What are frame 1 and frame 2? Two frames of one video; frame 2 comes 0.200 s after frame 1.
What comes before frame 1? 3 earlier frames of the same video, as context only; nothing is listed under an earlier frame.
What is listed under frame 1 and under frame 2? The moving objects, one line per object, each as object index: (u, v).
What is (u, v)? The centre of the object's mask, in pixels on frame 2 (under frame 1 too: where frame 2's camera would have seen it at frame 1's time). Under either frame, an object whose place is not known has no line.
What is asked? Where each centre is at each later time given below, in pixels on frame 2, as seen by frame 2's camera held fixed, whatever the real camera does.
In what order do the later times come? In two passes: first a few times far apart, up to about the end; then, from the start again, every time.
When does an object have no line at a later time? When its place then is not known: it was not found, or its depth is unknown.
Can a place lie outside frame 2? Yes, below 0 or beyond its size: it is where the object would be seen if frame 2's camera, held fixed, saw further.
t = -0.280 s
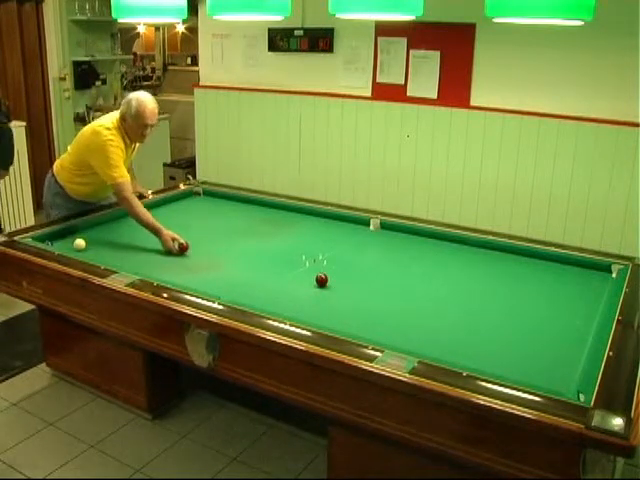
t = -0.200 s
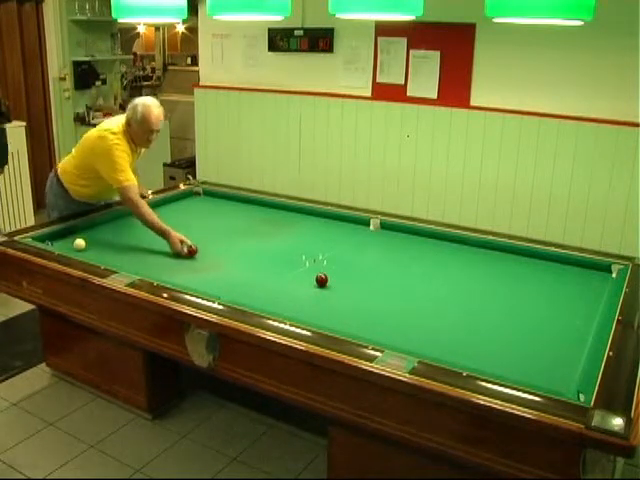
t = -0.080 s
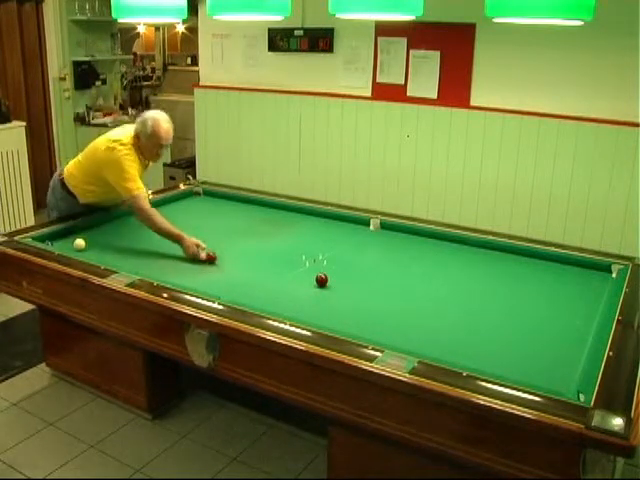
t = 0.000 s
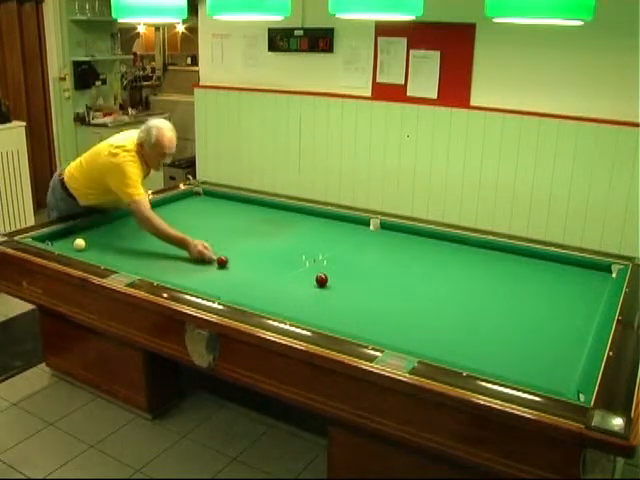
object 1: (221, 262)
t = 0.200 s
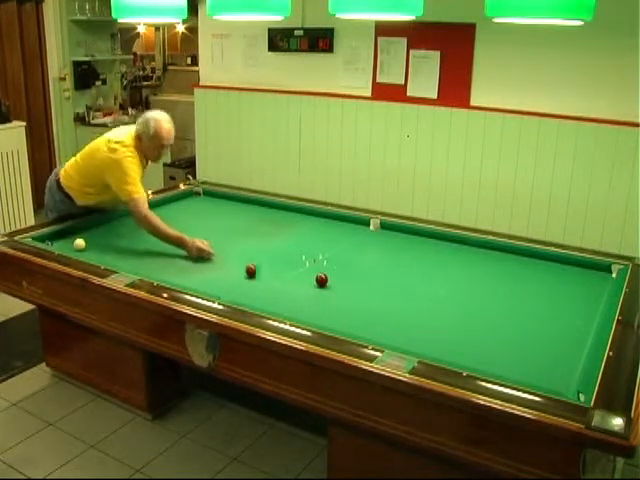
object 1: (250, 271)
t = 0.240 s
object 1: (257, 273)
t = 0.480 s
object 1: (294, 285)
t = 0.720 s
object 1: (335, 298)
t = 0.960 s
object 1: (379, 312)
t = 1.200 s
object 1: (426, 327)
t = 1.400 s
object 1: (469, 339)
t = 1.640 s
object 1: (522, 356)
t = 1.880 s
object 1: (573, 370)
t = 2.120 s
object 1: (535, 362)
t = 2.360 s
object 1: (501, 355)
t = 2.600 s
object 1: (469, 348)
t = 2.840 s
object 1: (439, 341)
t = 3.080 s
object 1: (410, 335)
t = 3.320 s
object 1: (382, 329)
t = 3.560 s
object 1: (357, 322)
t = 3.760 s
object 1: (337, 318)
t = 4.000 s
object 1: (314, 312)
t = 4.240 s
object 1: (292, 307)
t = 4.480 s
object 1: (272, 302)
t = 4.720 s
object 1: (254, 297)
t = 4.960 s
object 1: (236, 293)
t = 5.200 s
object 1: (220, 288)
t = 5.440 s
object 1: (204, 284)
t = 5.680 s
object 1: (190, 280)
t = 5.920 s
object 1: (177, 277)
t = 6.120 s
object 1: (166, 273)
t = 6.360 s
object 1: (155, 270)
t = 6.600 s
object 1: (144, 268)
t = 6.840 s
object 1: (135, 264)
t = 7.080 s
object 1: (126, 262)
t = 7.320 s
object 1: (118, 259)
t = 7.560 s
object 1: (110, 257)
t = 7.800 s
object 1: (104, 255)
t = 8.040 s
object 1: (97, 253)
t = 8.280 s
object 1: (91, 250)
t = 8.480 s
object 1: (86, 249)
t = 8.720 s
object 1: (81, 247)
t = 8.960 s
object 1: (78, 246)
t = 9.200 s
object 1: (76, 246)
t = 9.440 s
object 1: (75, 245)
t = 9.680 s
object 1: (73, 245)
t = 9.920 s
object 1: (73, 245)
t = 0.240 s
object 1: (257, 273)
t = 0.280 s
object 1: (263, 275)
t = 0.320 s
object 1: (269, 277)
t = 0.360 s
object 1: (275, 279)
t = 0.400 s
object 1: (281, 281)
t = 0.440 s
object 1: (288, 282)
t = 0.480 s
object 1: (294, 285)
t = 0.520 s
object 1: (301, 287)
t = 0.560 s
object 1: (308, 289)
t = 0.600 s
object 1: (314, 291)
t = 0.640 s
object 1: (322, 293)
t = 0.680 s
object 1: (328, 295)
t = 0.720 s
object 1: (335, 298)
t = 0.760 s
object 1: (342, 300)
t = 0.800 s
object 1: (349, 302)
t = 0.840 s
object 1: (356, 304)
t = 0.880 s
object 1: (364, 307)
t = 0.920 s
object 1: (371, 309)
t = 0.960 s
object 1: (379, 312)
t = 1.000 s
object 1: (387, 314)
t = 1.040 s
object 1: (395, 316)
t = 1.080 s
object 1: (402, 319)
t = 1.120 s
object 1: (410, 321)
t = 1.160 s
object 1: (418, 324)
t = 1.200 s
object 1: (426, 327)
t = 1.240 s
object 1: (435, 329)
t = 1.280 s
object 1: (443, 331)
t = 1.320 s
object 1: (451, 334)
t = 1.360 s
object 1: (460, 336)
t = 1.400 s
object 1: (469, 339)
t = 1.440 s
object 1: (477, 341)
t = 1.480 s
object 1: (487, 344)
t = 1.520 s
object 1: (495, 347)
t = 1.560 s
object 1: (504, 350)
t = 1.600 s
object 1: (513, 353)
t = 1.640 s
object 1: (522, 356)
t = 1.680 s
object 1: (532, 359)
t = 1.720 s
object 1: (541, 362)
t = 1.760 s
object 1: (550, 364)
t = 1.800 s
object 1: (560, 367)
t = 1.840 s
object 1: (569, 369)
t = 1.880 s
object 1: (573, 370)
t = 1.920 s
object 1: (566, 369)
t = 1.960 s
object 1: (560, 368)
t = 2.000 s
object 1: (553, 366)
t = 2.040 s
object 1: (548, 365)
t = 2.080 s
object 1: (542, 364)
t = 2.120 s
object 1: (535, 362)
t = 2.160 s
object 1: (530, 361)
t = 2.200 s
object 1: (524, 360)
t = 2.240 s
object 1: (518, 359)
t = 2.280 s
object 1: (513, 358)
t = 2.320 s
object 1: (507, 356)
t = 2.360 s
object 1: (501, 355)
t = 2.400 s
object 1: (496, 354)
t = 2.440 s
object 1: (490, 353)
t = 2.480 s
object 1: (485, 352)
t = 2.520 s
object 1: (480, 351)
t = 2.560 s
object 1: (474, 349)
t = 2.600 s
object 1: (469, 348)
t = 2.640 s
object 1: (464, 347)
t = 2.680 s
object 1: (458, 345)
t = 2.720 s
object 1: (454, 345)
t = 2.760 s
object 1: (448, 343)
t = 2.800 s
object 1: (443, 342)
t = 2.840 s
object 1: (439, 341)
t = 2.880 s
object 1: (434, 340)
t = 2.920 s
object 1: (429, 339)
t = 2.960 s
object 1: (424, 338)
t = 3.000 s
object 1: (419, 337)
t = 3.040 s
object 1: (414, 336)
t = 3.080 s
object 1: (410, 335)
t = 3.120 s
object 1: (405, 334)
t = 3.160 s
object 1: (400, 333)
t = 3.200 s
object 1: (396, 331)
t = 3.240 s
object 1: (391, 330)
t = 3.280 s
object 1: (387, 329)
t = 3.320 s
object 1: (382, 329)
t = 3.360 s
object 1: (378, 328)
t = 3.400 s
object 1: (374, 327)
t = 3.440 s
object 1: (370, 326)
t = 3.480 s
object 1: (365, 325)
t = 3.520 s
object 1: (361, 325)
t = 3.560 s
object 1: (357, 322)
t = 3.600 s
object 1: (353, 322)
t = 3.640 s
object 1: (349, 321)
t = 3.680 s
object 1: (345, 320)
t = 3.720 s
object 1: (341, 319)
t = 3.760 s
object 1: (337, 318)
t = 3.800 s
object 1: (333, 317)
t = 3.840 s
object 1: (329, 316)
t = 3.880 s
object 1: (325, 315)
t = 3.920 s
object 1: (321, 314)
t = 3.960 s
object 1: (318, 313)
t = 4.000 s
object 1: (314, 312)
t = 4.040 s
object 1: (310, 311)
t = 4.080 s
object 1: (306, 311)
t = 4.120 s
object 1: (303, 310)
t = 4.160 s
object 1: (299, 309)
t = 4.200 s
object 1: (296, 308)
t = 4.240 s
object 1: (292, 307)
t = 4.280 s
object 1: (289, 306)
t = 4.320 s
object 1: (285, 305)
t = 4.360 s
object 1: (282, 304)
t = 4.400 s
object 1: (279, 304)
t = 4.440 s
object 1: (276, 303)
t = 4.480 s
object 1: (272, 302)
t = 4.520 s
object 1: (269, 301)
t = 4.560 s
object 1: (266, 300)
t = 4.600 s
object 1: (263, 300)
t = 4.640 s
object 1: (260, 299)
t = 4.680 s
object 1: (257, 298)
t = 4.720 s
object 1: (254, 297)
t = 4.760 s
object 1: (251, 296)
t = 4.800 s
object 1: (248, 296)
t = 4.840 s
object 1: (245, 295)
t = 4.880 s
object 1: (242, 294)
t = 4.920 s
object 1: (239, 294)
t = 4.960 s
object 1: (236, 293)
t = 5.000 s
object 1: (233, 292)
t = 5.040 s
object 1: (230, 291)
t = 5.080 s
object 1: (228, 290)
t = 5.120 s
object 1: (225, 290)
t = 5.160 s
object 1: (222, 289)
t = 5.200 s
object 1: (220, 288)
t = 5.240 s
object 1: (217, 288)
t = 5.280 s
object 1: (215, 287)
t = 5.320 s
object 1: (212, 286)
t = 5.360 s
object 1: (209, 285)
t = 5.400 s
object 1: (207, 285)
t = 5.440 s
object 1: (204, 284)
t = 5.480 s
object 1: (202, 283)
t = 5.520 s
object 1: (199, 283)
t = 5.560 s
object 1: (197, 282)
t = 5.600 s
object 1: (194, 281)
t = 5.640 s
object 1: (192, 281)
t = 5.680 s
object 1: (190, 280)
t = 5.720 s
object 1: (188, 279)
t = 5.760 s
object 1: (185, 279)
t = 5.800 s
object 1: (183, 278)
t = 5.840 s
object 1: (181, 278)
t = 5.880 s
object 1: (179, 278)
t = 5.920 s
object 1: (177, 277)
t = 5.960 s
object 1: (175, 276)
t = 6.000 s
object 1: (172, 275)
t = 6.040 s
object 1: (170, 275)
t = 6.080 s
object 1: (168, 274)
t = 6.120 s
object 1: (166, 273)
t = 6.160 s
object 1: (164, 273)
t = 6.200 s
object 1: (162, 272)
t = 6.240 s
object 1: (161, 272)
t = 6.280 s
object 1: (159, 271)
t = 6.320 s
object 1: (157, 271)
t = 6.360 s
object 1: (155, 270)
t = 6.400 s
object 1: (153, 270)
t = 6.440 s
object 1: (151, 269)
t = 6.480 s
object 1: (150, 269)
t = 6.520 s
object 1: (148, 268)
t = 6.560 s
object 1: (146, 268)
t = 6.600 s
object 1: (144, 268)
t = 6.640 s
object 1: (143, 267)
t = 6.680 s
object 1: (141, 266)
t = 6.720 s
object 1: (140, 266)
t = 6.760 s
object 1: (138, 265)
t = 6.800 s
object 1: (136, 265)
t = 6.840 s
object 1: (135, 264)
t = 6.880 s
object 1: (133, 264)
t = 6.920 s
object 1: (132, 264)
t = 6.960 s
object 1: (130, 263)
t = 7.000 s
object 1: (129, 263)
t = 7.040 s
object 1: (127, 262)
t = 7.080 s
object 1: (126, 262)
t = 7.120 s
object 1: (124, 261)
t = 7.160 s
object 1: (123, 261)
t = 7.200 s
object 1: (122, 261)
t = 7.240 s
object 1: (120, 260)
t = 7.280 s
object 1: (119, 260)
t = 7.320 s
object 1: (118, 259)
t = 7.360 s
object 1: (117, 259)
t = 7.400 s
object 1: (115, 259)
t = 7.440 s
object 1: (114, 258)
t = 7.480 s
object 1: (112, 258)
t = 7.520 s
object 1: (111, 257)
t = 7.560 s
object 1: (110, 257)
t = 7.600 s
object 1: (110, 257)
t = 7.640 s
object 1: (108, 256)
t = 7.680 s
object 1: (106, 256)
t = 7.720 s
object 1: (105, 255)
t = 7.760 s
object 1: (104, 255)
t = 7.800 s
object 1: (104, 255)
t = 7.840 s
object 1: (102, 254)
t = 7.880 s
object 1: (101, 254)
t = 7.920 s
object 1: (101, 254)
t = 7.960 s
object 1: (99, 253)
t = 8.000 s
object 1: (99, 253)
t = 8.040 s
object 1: (97, 253)
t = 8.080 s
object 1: (96, 253)
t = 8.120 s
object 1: (95, 252)
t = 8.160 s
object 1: (94, 252)
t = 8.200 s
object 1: (93, 251)
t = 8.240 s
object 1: (91, 250)
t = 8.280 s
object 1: (91, 250)
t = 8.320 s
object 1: (90, 250)
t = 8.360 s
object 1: (89, 250)
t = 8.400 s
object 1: (88, 250)
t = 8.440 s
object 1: (87, 249)
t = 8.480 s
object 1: (86, 249)
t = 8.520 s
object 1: (86, 249)
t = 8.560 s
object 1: (85, 248)
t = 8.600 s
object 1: (84, 248)
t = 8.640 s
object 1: (82, 248)
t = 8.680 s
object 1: (82, 248)
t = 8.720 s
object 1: (81, 247)
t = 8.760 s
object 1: (81, 247)
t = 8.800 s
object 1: (80, 247)
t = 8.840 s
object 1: (80, 247)
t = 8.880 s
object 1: (79, 246)
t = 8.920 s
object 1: (79, 246)
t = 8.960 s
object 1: (78, 246)
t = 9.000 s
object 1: (78, 246)
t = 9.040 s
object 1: (78, 246)
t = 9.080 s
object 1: (77, 246)
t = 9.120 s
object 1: (77, 246)
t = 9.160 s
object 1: (77, 246)
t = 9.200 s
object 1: (76, 246)
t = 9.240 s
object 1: (76, 246)
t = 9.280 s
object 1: (76, 246)
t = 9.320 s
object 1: (75, 245)
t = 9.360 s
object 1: (75, 246)
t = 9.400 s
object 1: (75, 246)
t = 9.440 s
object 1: (75, 245)
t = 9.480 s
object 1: (75, 245)
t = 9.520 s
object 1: (74, 245)
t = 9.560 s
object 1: (74, 245)
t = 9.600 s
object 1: (74, 245)
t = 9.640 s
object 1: (74, 245)
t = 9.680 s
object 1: (73, 245)
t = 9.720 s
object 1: (73, 245)
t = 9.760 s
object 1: (73, 245)
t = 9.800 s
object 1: (73, 245)
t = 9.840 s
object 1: (73, 245)
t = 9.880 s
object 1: (72, 246)
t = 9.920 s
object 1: (73, 245)
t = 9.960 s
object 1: (73, 245)
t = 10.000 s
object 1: (72, 246)
